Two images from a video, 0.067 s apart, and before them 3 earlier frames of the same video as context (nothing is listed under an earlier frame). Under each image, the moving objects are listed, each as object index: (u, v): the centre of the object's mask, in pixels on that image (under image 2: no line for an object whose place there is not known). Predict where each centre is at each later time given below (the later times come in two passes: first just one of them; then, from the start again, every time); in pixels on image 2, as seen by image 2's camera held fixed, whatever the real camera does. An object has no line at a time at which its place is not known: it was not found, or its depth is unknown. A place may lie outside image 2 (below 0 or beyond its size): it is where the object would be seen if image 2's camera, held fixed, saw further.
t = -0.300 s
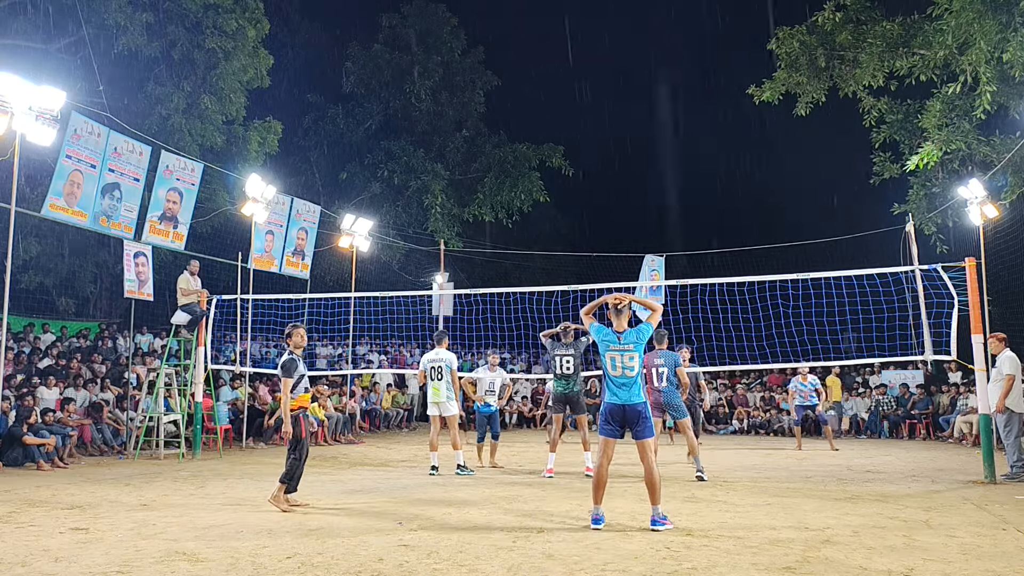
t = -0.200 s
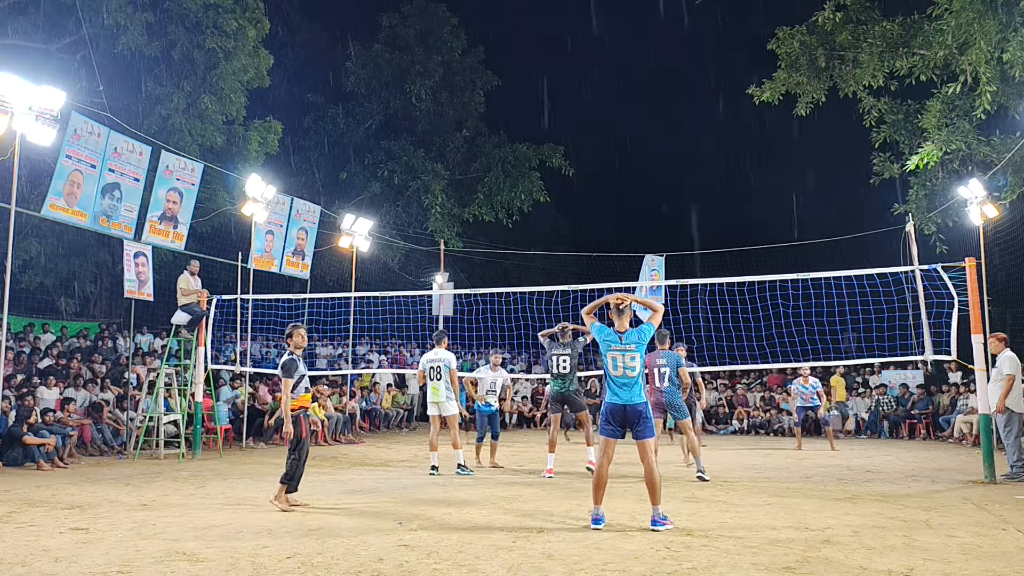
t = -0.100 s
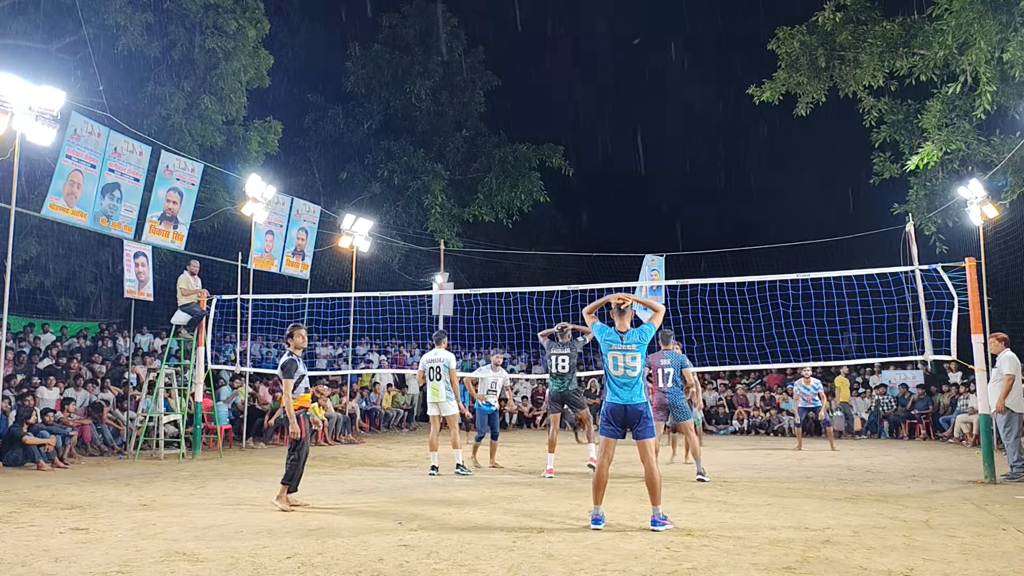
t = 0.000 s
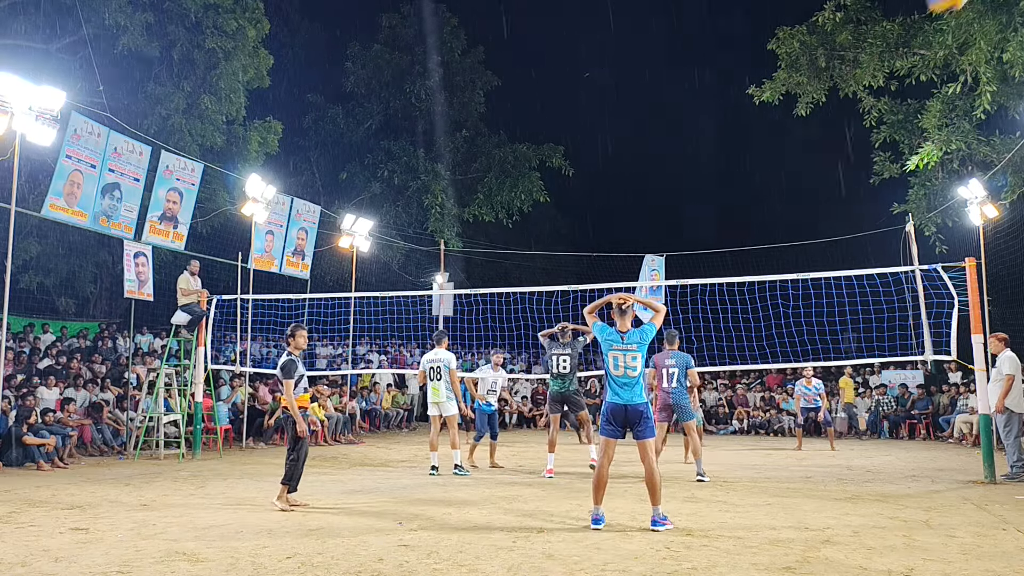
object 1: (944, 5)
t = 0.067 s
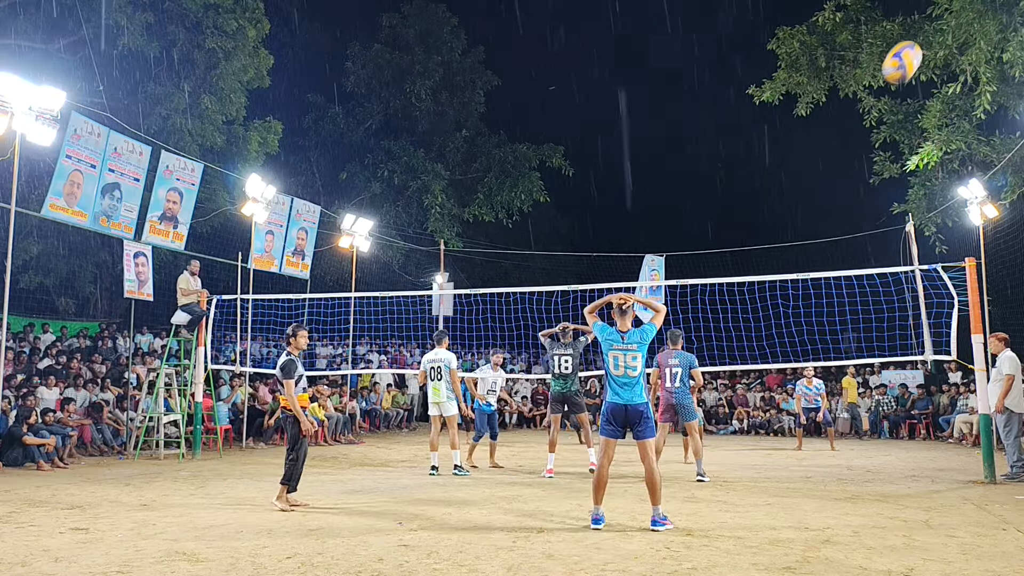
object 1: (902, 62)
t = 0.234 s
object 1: (841, 185)
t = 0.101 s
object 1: (884, 92)
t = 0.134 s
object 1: (871, 118)
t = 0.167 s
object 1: (859, 142)
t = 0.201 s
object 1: (850, 164)
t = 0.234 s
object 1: (841, 185)
